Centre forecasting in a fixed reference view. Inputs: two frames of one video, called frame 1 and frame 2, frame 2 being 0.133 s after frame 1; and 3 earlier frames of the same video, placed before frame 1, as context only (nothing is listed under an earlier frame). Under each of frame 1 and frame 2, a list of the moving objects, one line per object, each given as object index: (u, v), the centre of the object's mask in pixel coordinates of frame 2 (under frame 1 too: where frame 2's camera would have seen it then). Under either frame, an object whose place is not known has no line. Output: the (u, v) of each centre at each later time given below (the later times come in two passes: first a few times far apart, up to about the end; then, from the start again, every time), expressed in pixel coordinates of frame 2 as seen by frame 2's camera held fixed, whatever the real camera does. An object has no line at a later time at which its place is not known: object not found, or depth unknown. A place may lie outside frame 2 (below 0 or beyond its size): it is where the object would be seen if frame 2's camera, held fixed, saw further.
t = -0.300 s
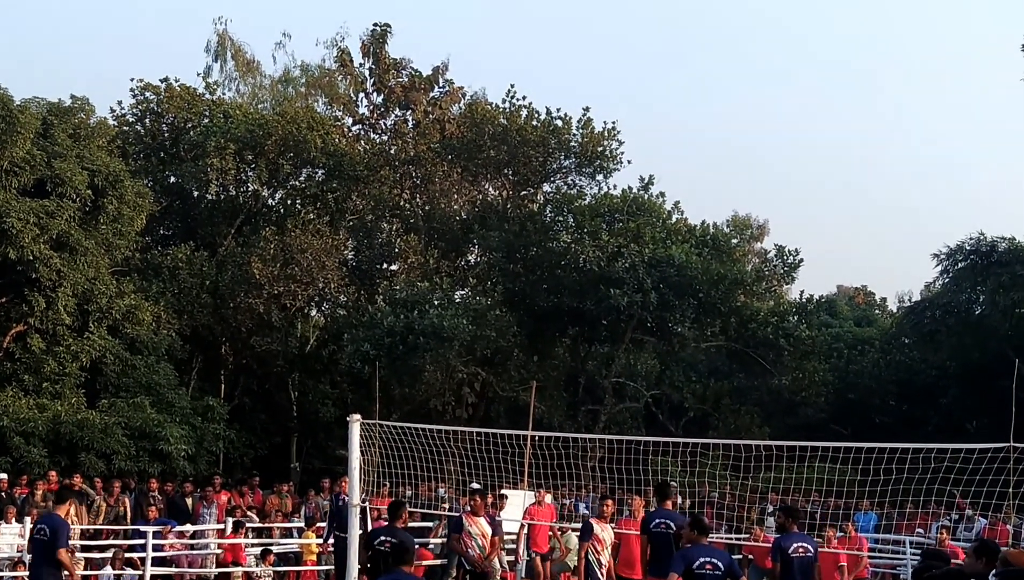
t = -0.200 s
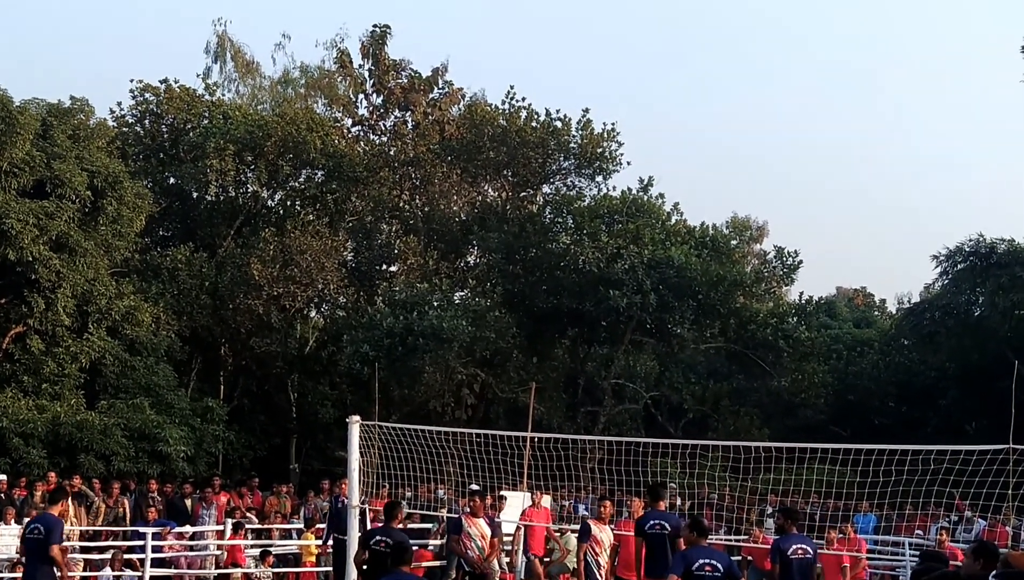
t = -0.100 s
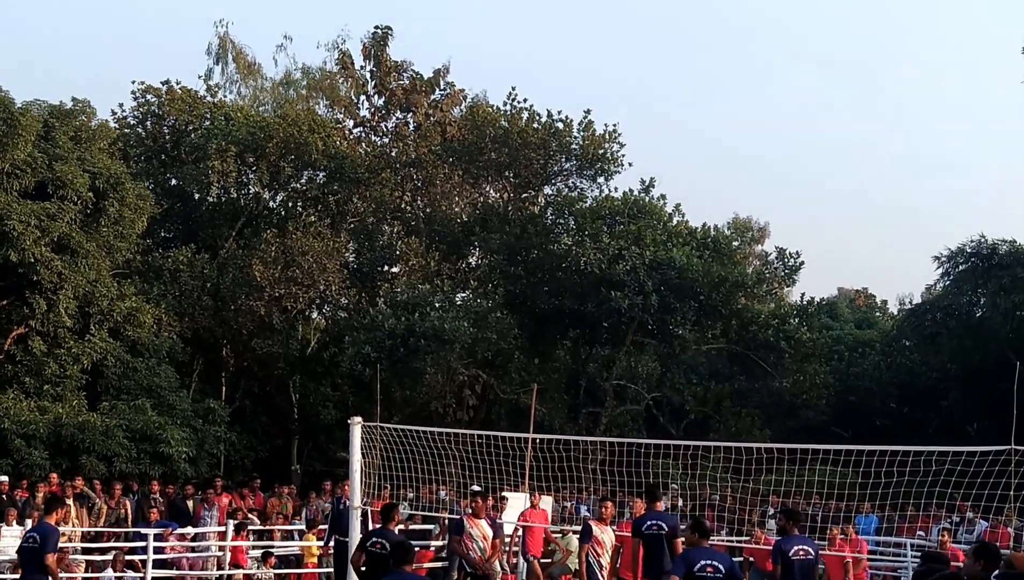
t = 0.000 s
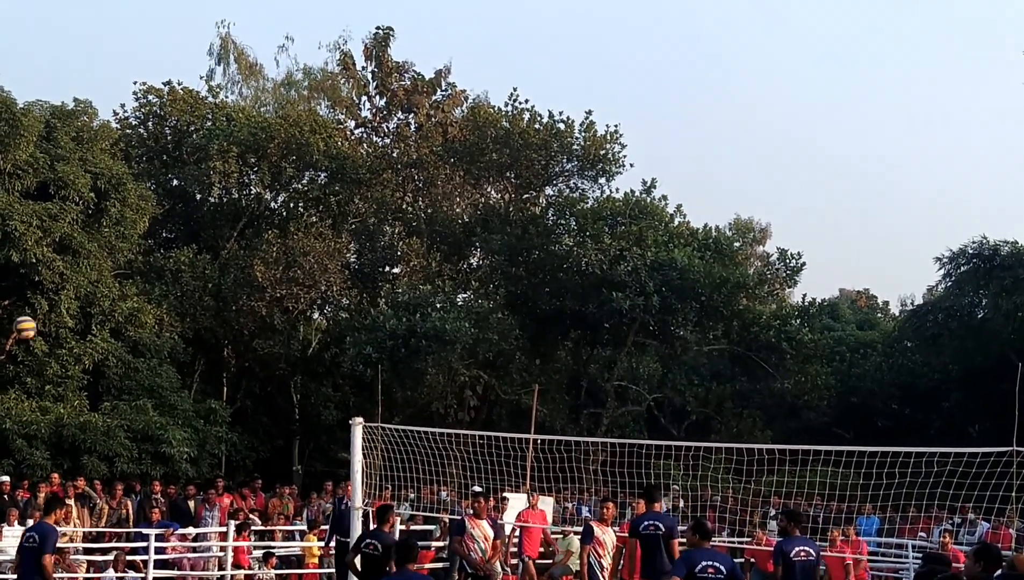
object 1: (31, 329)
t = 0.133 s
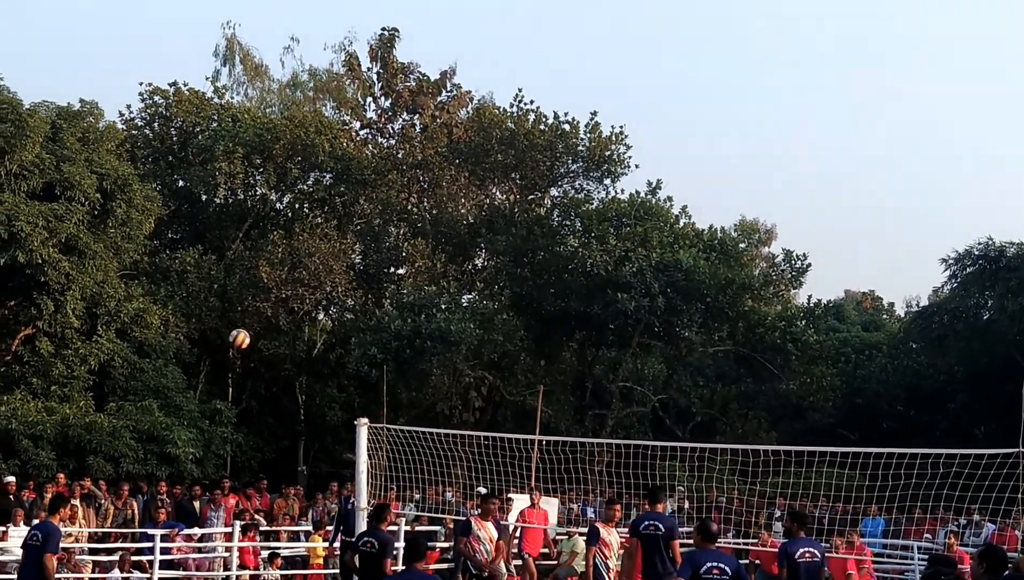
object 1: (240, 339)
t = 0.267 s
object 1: (401, 369)
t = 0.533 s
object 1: (633, 468)
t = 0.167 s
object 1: (284, 345)
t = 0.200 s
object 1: (324, 353)
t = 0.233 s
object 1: (364, 361)
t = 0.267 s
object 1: (401, 369)
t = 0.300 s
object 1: (436, 379)
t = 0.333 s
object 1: (468, 391)
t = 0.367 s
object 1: (499, 401)
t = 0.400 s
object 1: (529, 414)
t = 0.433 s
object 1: (557, 426)
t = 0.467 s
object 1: (584, 439)
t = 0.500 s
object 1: (609, 454)
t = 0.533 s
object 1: (633, 468)
